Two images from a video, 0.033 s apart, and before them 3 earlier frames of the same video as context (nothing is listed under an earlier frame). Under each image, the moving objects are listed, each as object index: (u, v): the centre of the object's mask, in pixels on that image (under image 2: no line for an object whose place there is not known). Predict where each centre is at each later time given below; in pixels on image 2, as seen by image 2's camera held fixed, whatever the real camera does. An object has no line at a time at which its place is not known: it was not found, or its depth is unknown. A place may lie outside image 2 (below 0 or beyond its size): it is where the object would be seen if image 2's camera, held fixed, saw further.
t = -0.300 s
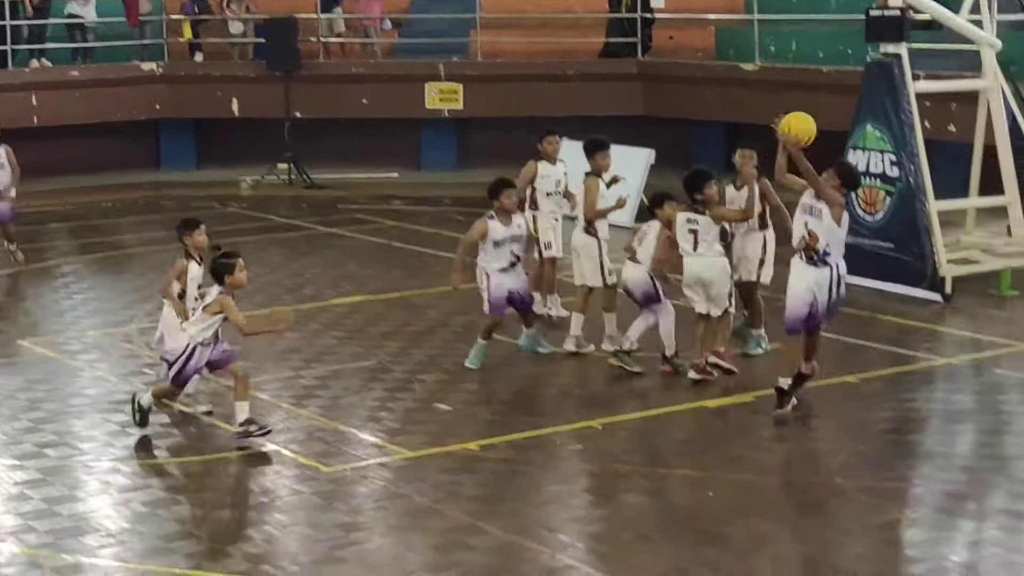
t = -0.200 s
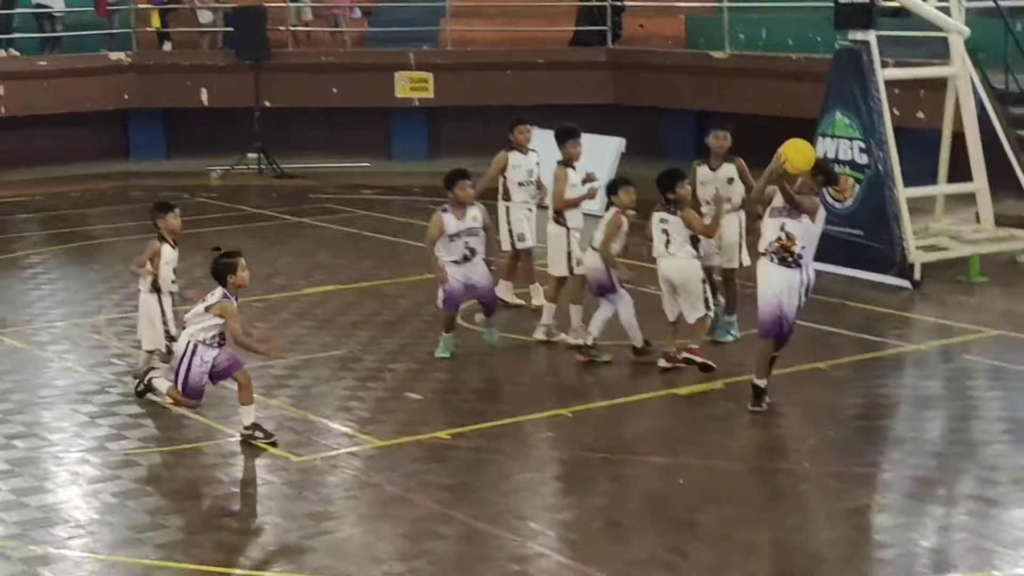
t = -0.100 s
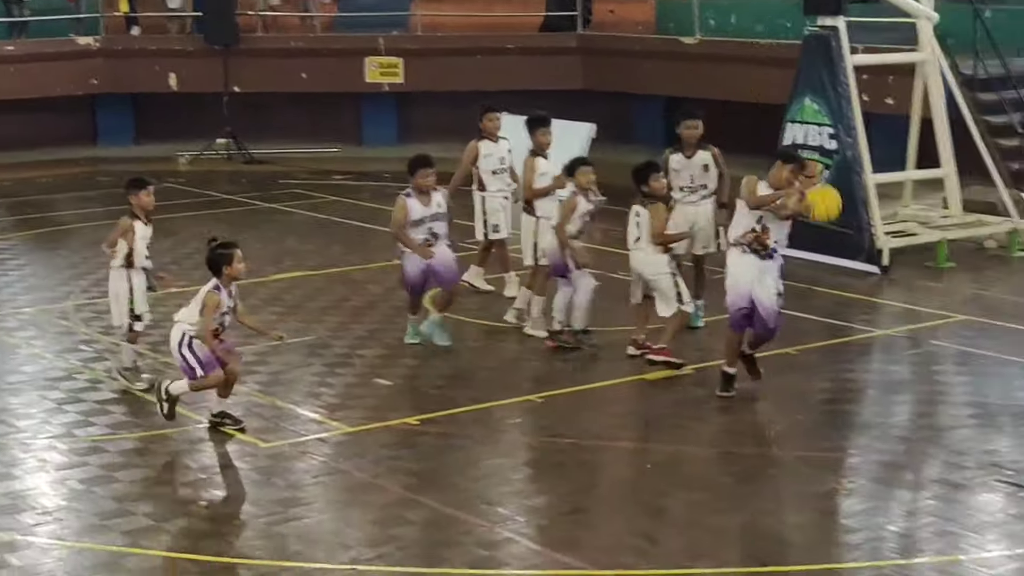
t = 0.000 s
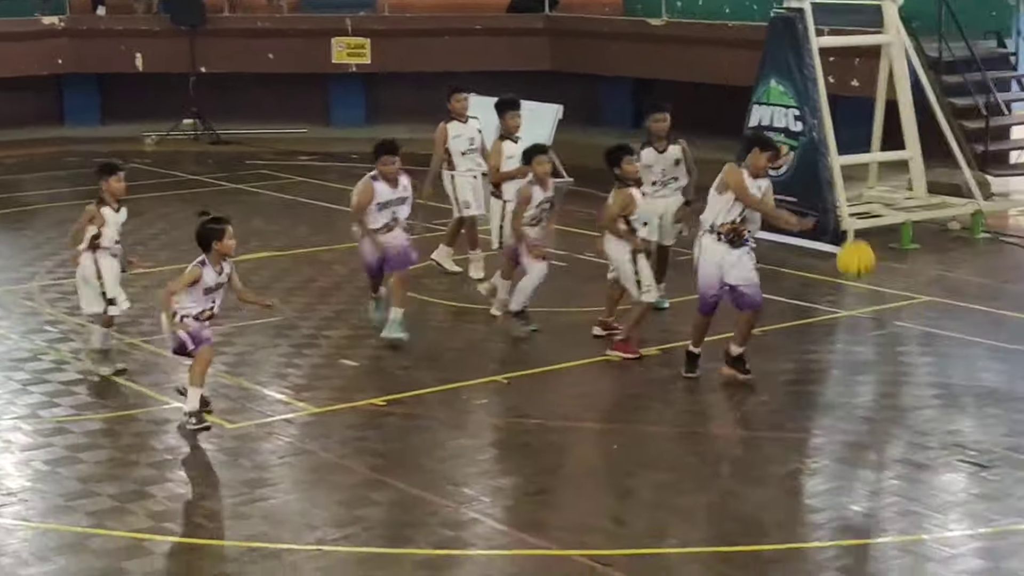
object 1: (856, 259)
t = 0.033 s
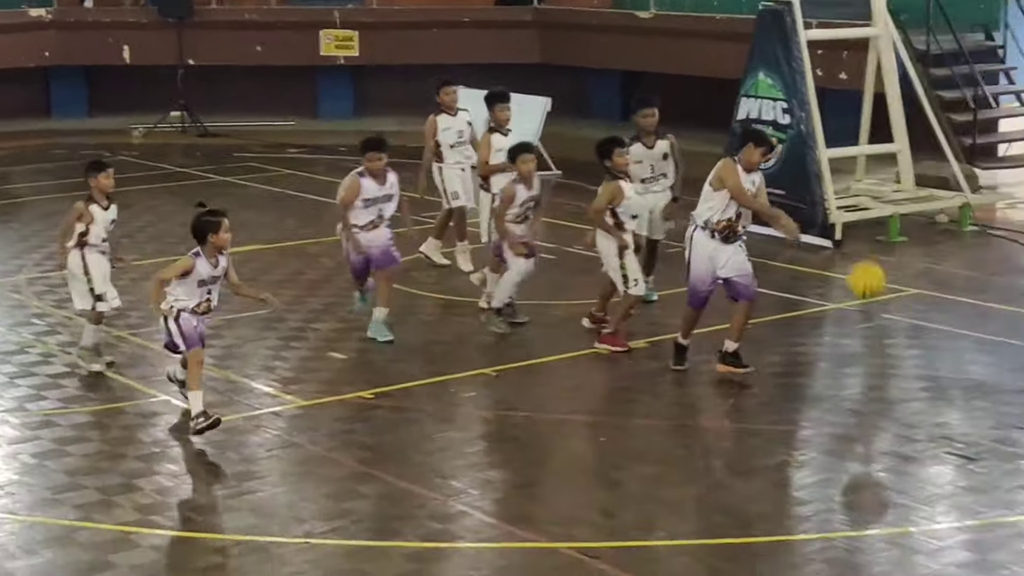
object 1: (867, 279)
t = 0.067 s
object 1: (888, 310)
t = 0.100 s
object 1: (911, 342)
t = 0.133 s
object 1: (933, 374)
